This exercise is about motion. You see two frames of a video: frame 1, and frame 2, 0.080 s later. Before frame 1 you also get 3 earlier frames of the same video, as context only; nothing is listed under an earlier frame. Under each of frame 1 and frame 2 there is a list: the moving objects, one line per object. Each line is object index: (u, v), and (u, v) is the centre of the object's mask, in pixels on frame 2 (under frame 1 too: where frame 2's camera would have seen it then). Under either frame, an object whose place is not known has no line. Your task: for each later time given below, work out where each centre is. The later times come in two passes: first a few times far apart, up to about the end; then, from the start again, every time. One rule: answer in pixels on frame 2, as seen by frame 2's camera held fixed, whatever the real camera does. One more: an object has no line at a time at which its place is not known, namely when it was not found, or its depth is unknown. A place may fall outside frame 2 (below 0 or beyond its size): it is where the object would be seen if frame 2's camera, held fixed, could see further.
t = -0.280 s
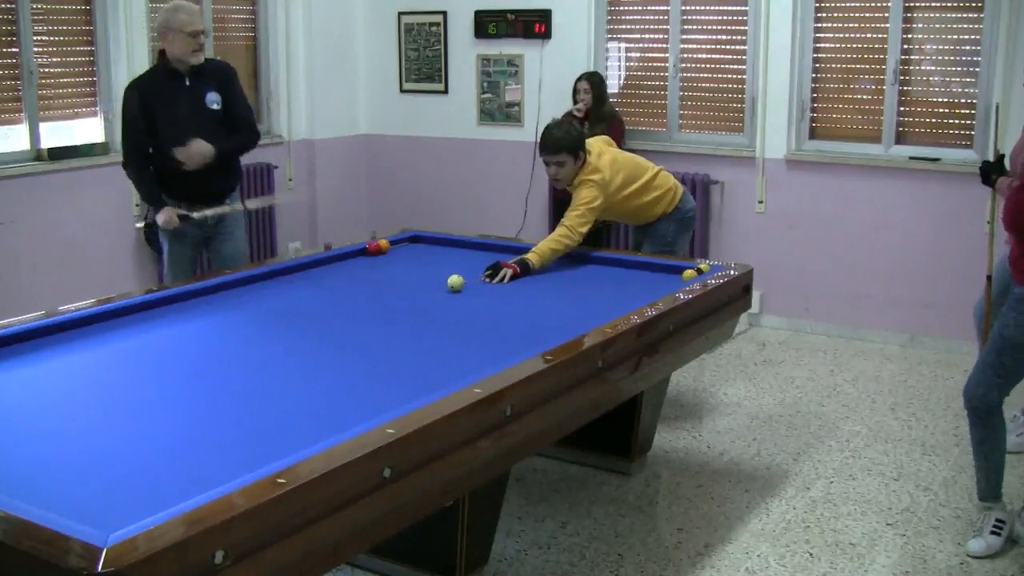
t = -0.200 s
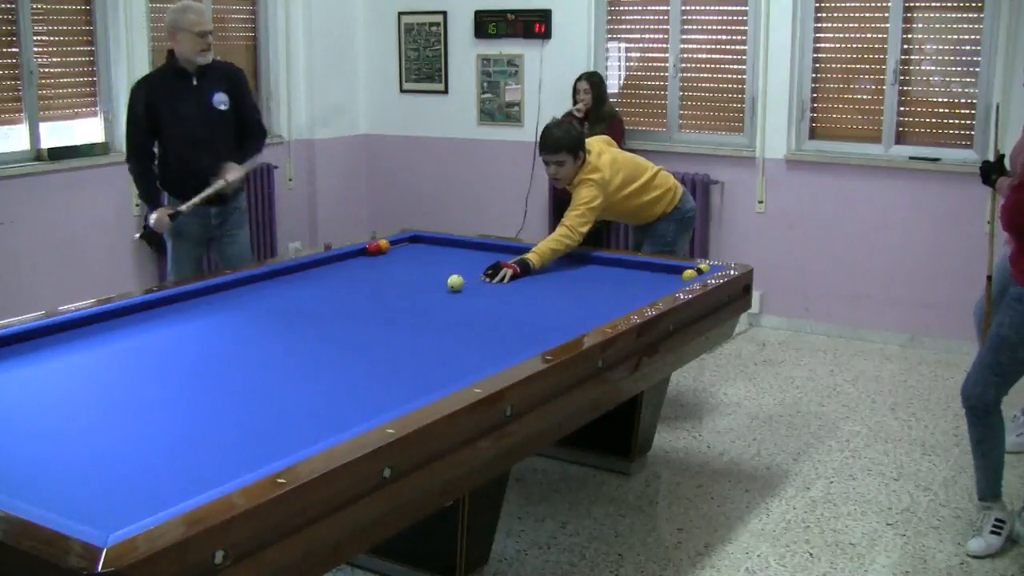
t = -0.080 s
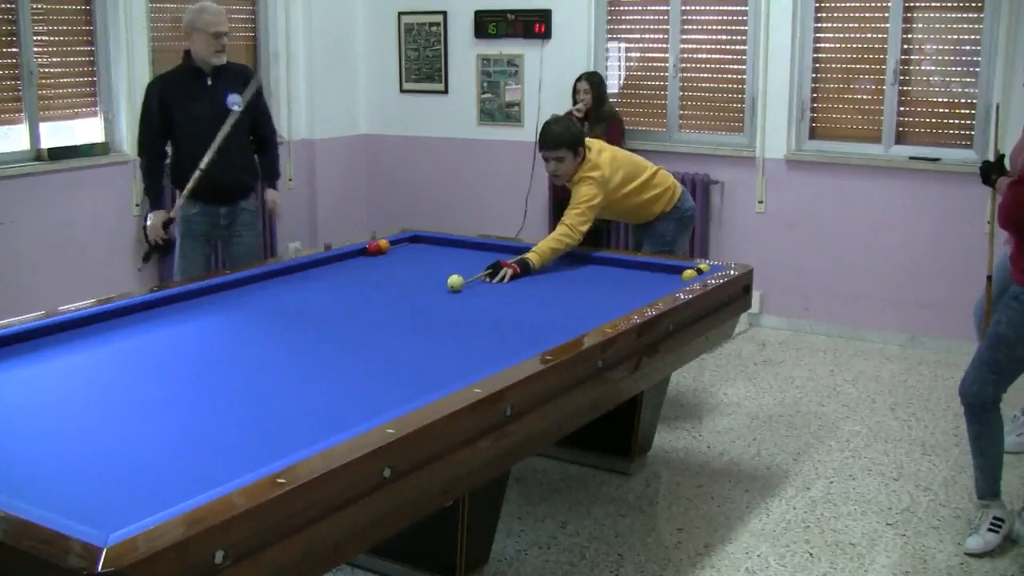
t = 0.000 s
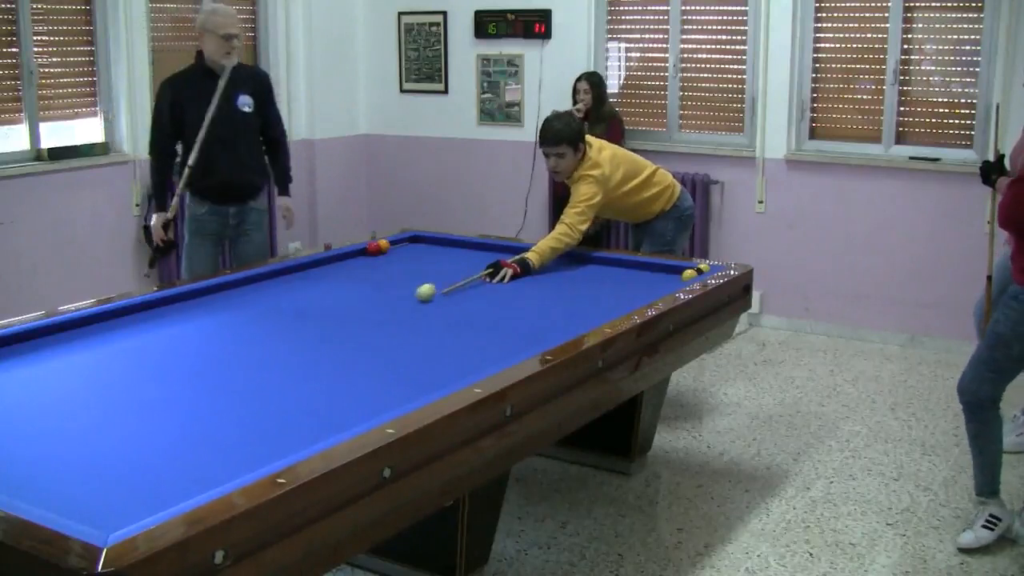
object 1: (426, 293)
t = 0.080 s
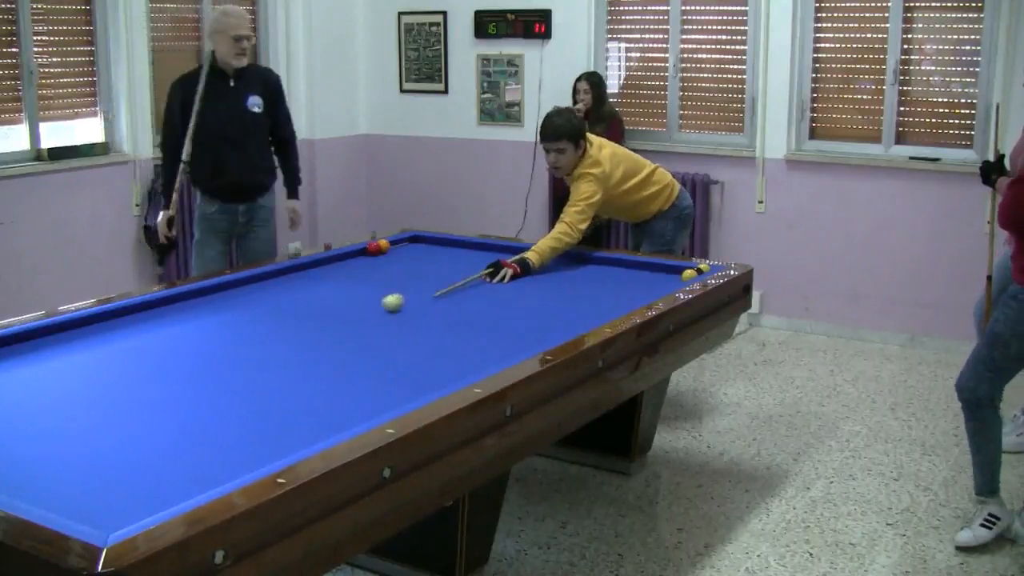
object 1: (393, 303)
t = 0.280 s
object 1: (310, 329)
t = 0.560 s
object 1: (200, 365)
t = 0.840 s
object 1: (98, 398)
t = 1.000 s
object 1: (31, 419)
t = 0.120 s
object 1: (376, 308)
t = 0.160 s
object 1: (359, 313)
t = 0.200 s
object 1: (343, 318)
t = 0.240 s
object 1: (326, 324)
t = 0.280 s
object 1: (310, 329)
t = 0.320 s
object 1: (294, 334)
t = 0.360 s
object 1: (278, 339)
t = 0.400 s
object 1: (261, 345)
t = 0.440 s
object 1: (245, 350)
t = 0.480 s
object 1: (230, 355)
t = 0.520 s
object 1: (215, 360)
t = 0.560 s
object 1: (200, 365)
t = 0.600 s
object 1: (187, 369)
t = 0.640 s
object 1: (173, 374)
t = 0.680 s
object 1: (158, 378)
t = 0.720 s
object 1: (144, 383)
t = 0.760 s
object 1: (129, 388)
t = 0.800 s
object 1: (113, 393)
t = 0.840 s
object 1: (98, 398)
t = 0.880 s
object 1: (82, 403)
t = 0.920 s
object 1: (65, 409)
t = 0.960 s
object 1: (48, 414)
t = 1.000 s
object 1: (31, 419)
